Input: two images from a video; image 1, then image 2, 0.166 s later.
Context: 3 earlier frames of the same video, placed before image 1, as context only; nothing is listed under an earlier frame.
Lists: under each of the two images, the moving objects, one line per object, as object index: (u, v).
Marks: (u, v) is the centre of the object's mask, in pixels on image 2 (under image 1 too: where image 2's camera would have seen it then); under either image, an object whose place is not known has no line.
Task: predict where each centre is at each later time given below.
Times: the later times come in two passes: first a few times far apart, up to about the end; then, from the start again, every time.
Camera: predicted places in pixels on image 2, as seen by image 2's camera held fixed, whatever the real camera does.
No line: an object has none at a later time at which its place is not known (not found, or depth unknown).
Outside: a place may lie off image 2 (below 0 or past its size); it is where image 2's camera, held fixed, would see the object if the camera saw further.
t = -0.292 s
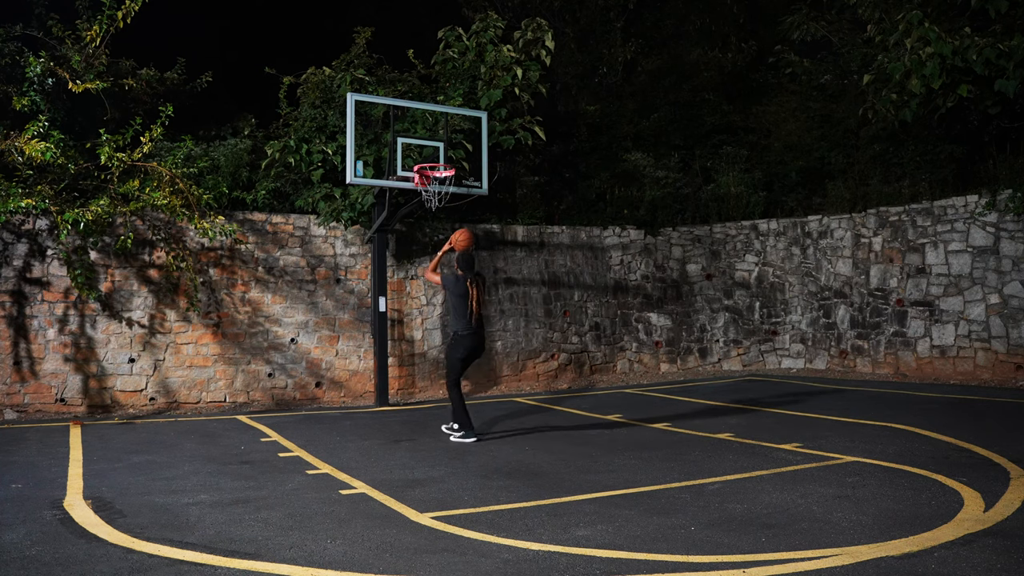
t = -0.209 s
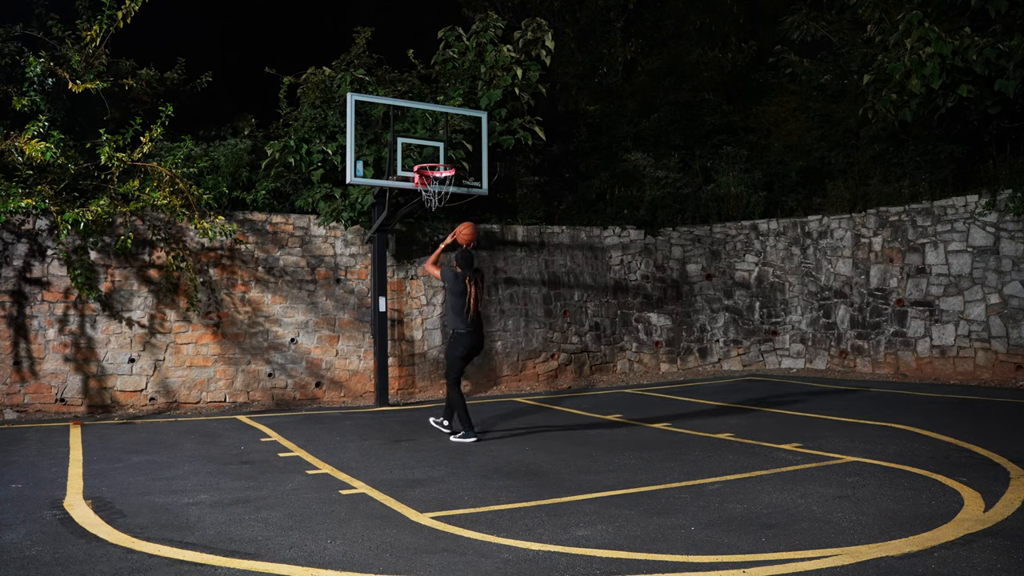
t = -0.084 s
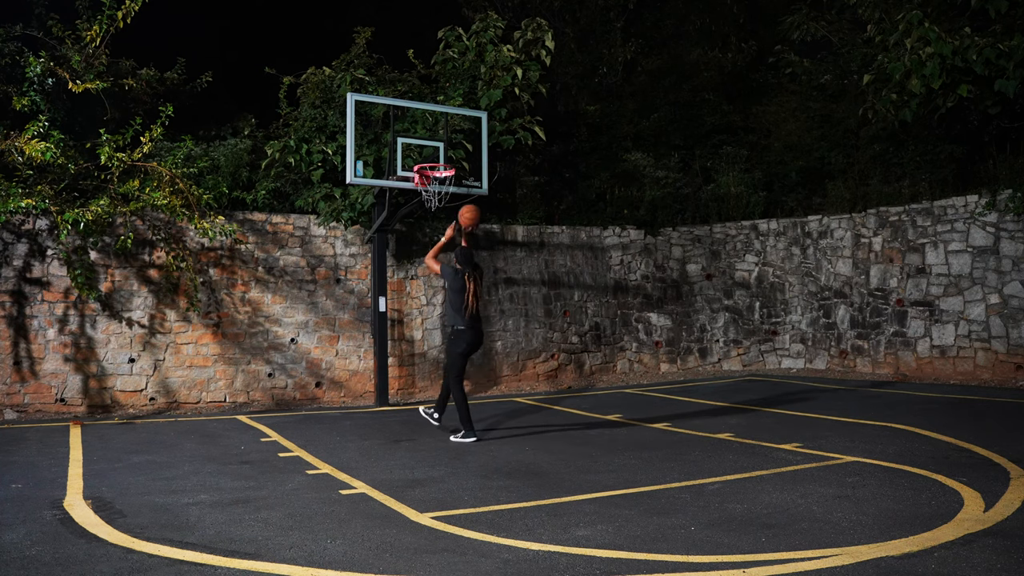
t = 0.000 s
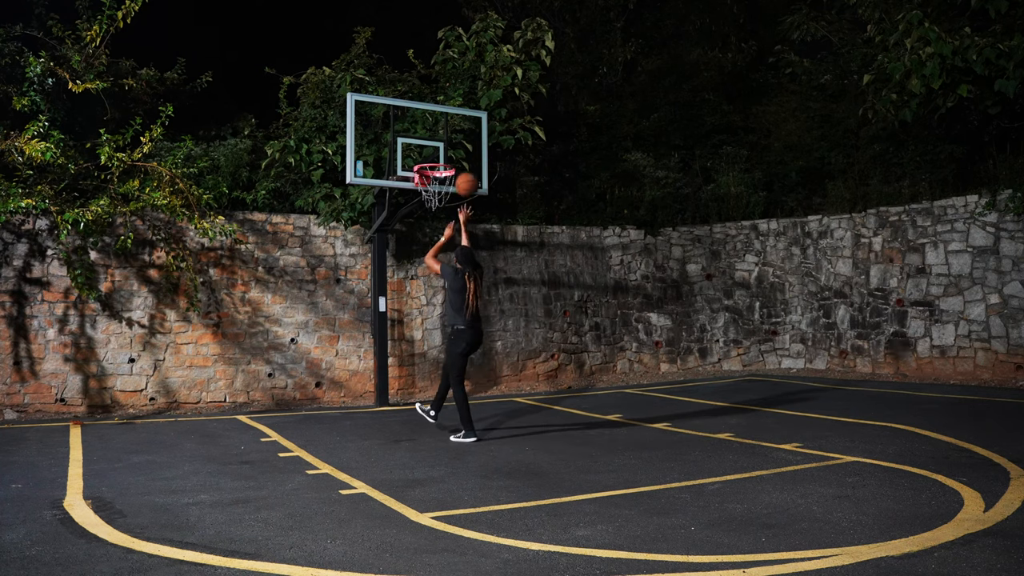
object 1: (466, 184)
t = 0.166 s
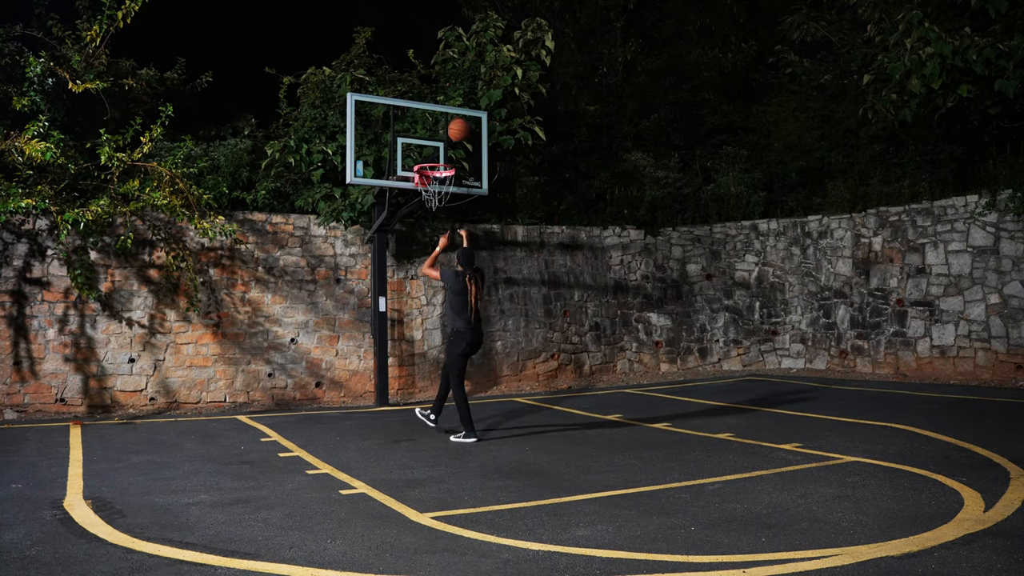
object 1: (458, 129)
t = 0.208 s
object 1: (456, 121)
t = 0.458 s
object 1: (447, 101)
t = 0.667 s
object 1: (438, 125)
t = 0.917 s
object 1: (434, 158)
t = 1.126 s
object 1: (433, 191)
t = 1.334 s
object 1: (436, 216)
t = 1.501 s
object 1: (438, 257)
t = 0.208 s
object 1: (456, 121)
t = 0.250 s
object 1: (455, 114)
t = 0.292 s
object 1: (453, 108)
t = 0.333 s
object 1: (451, 104)
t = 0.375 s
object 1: (450, 101)
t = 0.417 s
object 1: (448, 100)
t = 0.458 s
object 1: (447, 101)
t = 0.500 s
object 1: (445, 103)
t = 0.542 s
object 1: (444, 106)
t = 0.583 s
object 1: (442, 111)
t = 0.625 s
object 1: (440, 117)
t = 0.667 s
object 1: (438, 125)
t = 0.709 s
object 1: (437, 133)
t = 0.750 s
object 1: (435, 144)
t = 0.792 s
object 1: (434, 155)
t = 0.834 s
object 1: (434, 156)
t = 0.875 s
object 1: (434, 156)
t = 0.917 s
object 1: (434, 158)
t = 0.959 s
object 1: (434, 159)
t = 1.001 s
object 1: (435, 170)
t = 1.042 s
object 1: (434, 177)
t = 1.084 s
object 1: (433, 184)
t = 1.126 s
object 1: (433, 191)
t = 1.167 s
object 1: (435, 199)
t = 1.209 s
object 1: (435, 201)
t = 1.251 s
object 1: (435, 205)
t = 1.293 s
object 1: (436, 210)
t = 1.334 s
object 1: (436, 216)
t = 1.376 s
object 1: (437, 225)
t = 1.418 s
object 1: (437, 234)
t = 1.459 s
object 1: (438, 245)
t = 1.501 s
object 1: (438, 257)
